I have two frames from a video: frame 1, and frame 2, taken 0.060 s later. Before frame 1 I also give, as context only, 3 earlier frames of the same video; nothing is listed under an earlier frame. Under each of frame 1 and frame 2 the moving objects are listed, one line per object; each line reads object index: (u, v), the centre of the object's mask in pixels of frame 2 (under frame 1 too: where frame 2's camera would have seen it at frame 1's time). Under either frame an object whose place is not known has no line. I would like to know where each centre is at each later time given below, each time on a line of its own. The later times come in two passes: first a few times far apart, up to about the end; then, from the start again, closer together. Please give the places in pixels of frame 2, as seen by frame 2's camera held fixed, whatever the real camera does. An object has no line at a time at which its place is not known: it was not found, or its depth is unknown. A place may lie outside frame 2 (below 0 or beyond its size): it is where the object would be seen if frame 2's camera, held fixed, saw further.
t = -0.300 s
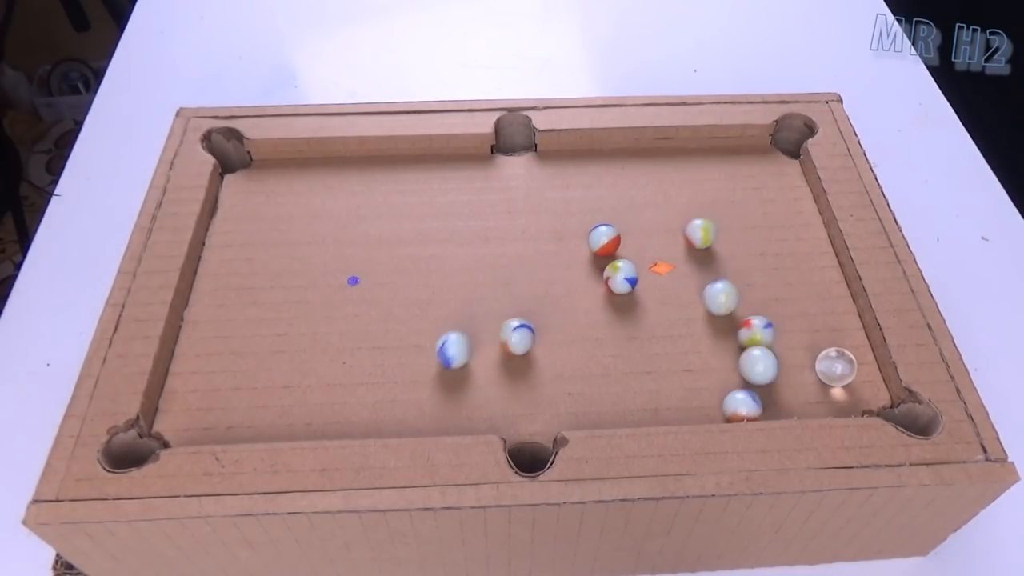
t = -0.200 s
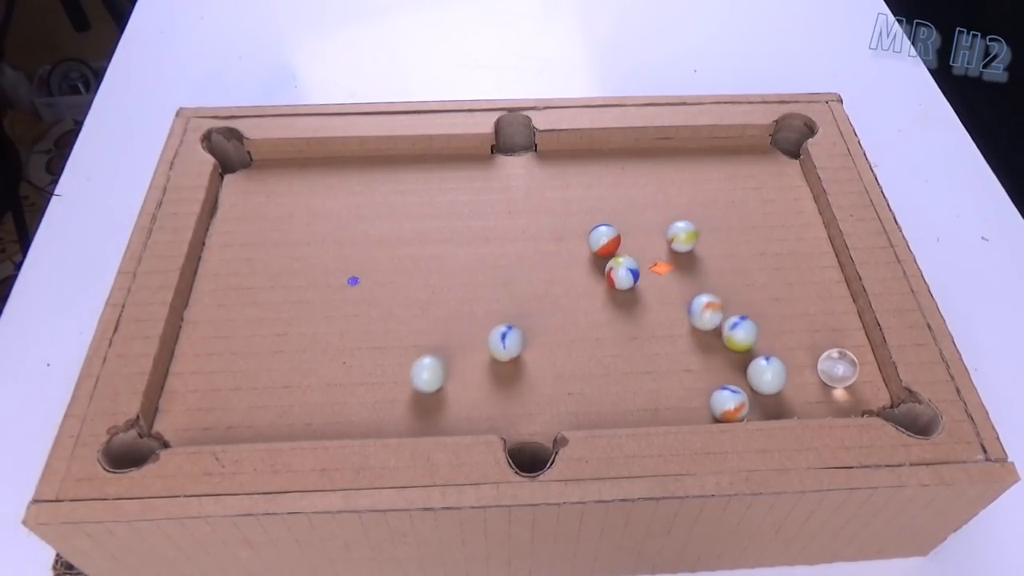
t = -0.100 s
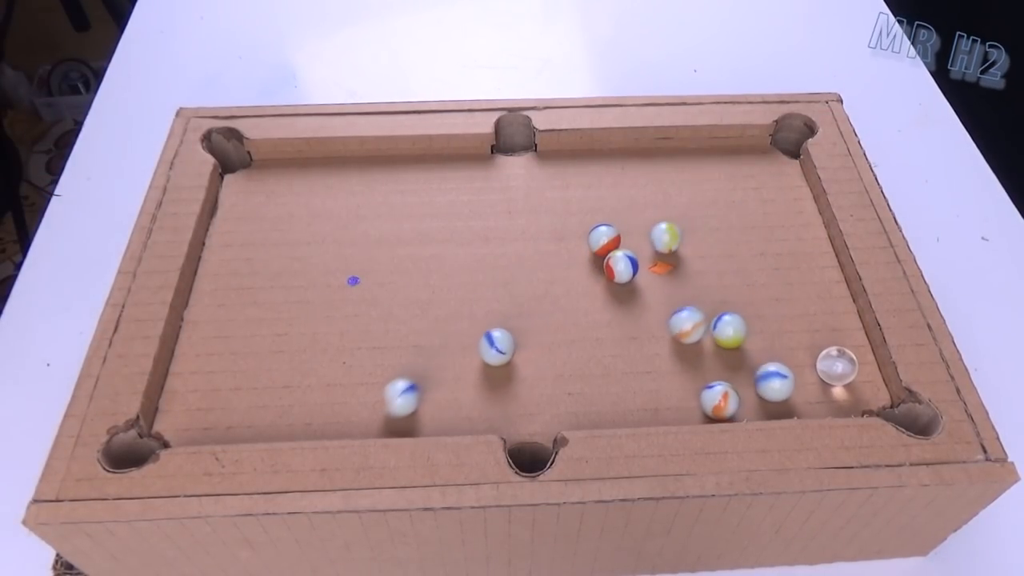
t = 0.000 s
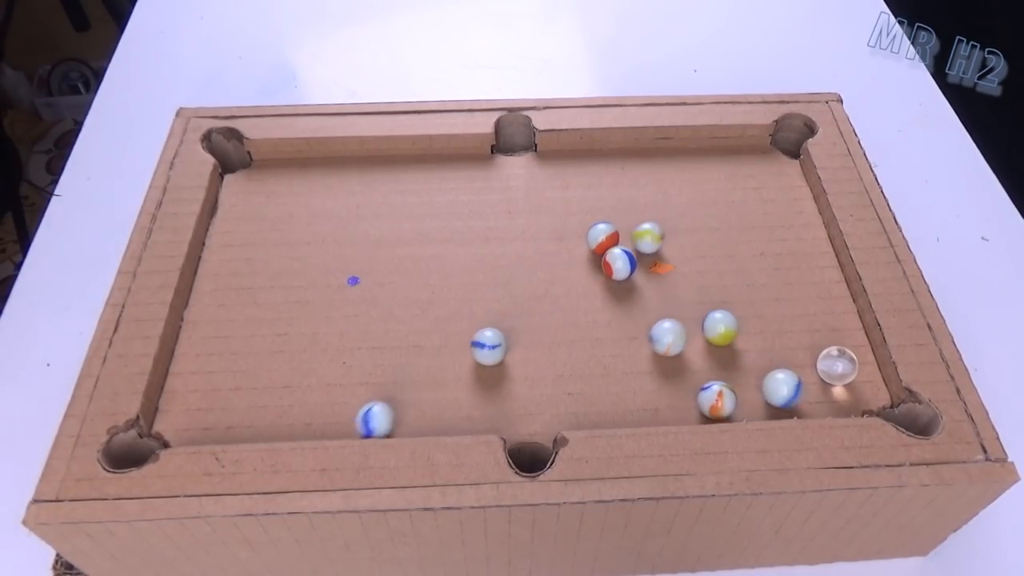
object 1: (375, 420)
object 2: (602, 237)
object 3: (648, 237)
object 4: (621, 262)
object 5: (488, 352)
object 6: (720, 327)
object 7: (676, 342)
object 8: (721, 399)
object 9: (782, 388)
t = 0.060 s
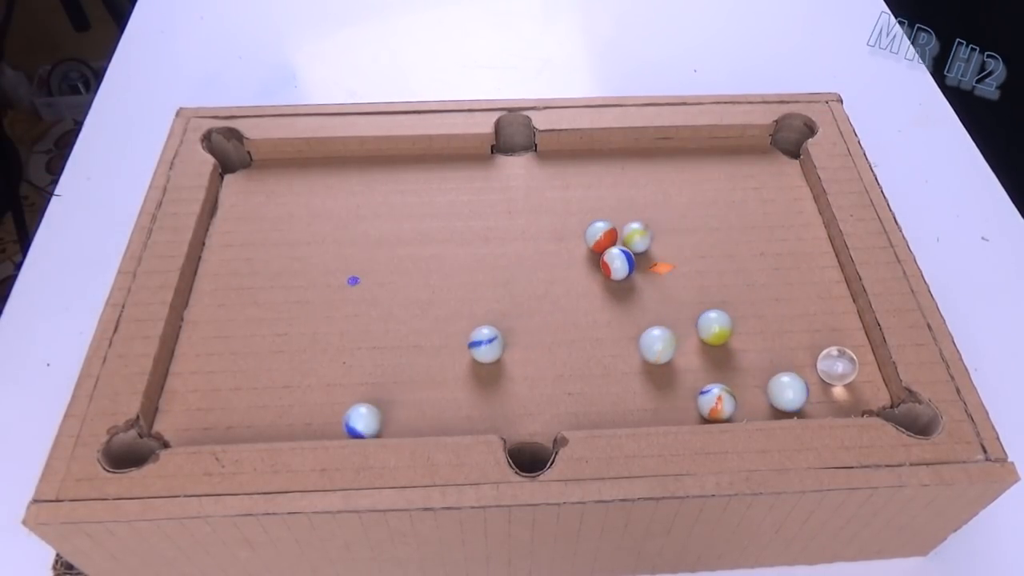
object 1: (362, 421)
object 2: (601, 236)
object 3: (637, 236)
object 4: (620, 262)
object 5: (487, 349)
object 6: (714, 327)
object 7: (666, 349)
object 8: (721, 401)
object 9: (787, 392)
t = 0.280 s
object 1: (323, 418)
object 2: (573, 227)
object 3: (621, 226)
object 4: (614, 256)
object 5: (479, 334)
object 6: (699, 337)
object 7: (632, 378)
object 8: (720, 404)
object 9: (803, 402)
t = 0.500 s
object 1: (279, 426)
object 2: (546, 220)
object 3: (624, 224)
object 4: (609, 250)
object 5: (481, 331)
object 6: (689, 336)
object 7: (587, 396)
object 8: (721, 405)
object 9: (808, 397)
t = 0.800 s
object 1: (215, 428)
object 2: (516, 222)
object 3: (641, 228)
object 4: (613, 256)
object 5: (486, 329)
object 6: (696, 334)
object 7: (544, 417)
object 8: (725, 406)
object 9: (829, 401)
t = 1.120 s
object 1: (173, 426)
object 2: (493, 234)
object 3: (635, 222)
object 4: (617, 255)
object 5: (488, 325)
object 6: (707, 335)
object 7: (532, 425)
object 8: (725, 406)
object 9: (853, 400)
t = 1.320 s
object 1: (190, 416)
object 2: (478, 239)
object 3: (635, 222)
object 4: (616, 255)
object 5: (492, 323)
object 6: (699, 335)
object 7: (529, 418)
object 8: (725, 406)
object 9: (855, 400)
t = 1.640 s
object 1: (172, 416)
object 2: (458, 239)
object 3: (637, 227)
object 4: (617, 255)
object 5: (491, 322)
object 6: (703, 335)
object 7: (507, 411)
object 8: (725, 406)
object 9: (855, 401)
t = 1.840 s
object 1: (165, 409)
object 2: (445, 231)
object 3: (630, 225)
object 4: (617, 255)
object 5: (491, 322)
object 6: (700, 335)
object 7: (507, 404)
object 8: (725, 406)
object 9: (855, 401)
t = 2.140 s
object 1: (166, 408)
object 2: (428, 238)
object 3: (633, 226)
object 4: (617, 255)
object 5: (491, 322)
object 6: (700, 335)
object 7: (516, 398)
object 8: (725, 406)
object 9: (855, 401)
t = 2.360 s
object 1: (165, 408)
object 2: (412, 236)
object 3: (633, 225)
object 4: (617, 255)
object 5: (491, 322)
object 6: (700, 335)
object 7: (510, 402)
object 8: (725, 406)
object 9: (855, 401)
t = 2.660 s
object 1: (165, 408)
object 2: (397, 235)
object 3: (631, 226)
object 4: (617, 255)
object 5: (491, 322)
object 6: (700, 335)
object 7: (512, 400)
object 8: (725, 406)
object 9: (855, 401)
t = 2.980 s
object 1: (165, 408)
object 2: (380, 236)
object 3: (631, 226)
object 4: (617, 255)
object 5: (491, 322)
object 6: (700, 335)
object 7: (512, 400)
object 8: (725, 406)
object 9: (855, 401)
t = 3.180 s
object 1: (165, 408)
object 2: (362, 239)
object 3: (631, 226)
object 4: (617, 255)
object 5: (491, 322)
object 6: (700, 335)
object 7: (512, 400)
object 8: (725, 406)
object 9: (855, 401)
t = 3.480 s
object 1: (165, 408)
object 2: (341, 236)
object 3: (631, 226)
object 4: (617, 255)
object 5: (491, 322)
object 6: (700, 335)
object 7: (512, 400)
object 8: (725, 406)
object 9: (855, 401)
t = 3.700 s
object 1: (165, 408)
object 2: (332, 238)
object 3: (631, 226)
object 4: (617, 255)
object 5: (491, 322)
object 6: (700, 335)
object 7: (512, 400)
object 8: (725, 406)
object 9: (855, 401)
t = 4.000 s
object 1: (165, 408)
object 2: (315, 243)
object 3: (631, 226)
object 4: (617, 255)
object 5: (491, 322)
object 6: (700, 335)
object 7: (512, 400)
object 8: (725, 406)
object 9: (855, 401)
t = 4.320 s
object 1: (165, 408)
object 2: (302, 238)
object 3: (631, 226)
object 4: (617, 255)
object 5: (491, 322)
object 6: (700, 335)
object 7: (512, 400)
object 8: (725, 406)
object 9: (855, 401)
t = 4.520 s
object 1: (165, 408)
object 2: (298, 243)
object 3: (631, 226)
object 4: (617, 255)
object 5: (491, 322)
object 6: (700, 335)
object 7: (512, 400)
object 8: (725, 406)
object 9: (855, 401)
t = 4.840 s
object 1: (165, 408)
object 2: (298, 238)
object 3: (631, 226)
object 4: (617, 255)
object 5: (491, 322)
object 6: (700, 335)
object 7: (512, 400)
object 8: (725, 406)
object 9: (855, 401)
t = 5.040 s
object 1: (165, 408)
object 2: (300, 241)
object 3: (631, 226)
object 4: (617, 255)
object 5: (491, 322)
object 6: (700, 335)
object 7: (512, 400)
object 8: (725, 406)
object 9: (855, 401)
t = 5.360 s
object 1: (165, 408)
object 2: (299, 240)
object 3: (632, 226)
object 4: (617, 255)
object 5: (491, 322)
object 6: (700, 335)
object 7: (512, 400)
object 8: (725, 406)
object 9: (855, 401)
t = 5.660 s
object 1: (165, 408)
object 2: (300, 240)
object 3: (632, 226)
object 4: (617, 255)
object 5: (491, 322)
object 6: (700, 335)
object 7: (512, 400)
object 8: (725, 406)
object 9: (855, 401)
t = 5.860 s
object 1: (165, 408)
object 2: (300, 240)
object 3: (632, 226)
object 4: (617, 255)
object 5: (491, 322)
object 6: (700, 335)
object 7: (512, 400)
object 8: (725, 406)
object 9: (855, 401)
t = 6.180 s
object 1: (165, 408)
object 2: (300, 240)
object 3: (631, 226)
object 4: (617, 255)
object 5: (491, 322)
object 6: (700, 335)
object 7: (512, 400)
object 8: (725, 406)
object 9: (855, 401)
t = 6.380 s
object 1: (165, 408)
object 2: (300, 240)
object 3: (631, 226)
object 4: (617, 255)
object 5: (491, 322)
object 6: (700, 335)
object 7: (512, 400)
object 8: (725, 406)
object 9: (855, 401)
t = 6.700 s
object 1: (165, 408)
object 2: (300, 240)
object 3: (631, 226)
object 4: (617, 255)
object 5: (491, 322)
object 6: (700, 335)
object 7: (512, 400)
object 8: (725, 406)
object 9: (855, 401)
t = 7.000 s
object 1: (165, 408)
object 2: (300, 240)
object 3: (631, 226)
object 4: (617, 255)
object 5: (491, 322)
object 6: (700, 335)
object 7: (512, 400)
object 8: (725, 406)
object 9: (855, 401)
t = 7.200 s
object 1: (165, 408)
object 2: (300, 240)
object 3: (631, 226)
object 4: (617, 255)
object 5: (491, 322)
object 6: (700, 335)
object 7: (512, 400)
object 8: (725, 406)
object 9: (855, 401)
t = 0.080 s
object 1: (359, 420)
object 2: (600, 236)
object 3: (634, 235)
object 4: (619, 262)
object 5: (486, 347)
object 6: (712, 327)
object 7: (663, 351)
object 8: (720, 402)
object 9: (789, 393)
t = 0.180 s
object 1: (339, 418)
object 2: (586, 233)
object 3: (627, 232)
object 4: (616, 260)
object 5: (483, 339)
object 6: (705, 330)
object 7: (646, 366)
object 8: (721, 406)
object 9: (796, 398)
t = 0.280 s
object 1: (323, 418)
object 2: (573, 227)
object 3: (621, 226)
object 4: (614, 256)
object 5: (479, 334)
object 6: (699, 337)
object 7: (632, 378)
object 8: (720, 404)
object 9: (803, 402)
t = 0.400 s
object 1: (299, 422)
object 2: (557, 221)
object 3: (619, 222)
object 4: (611, 251)
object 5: (478, 332)
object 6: (693, 339)
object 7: (606, 391)
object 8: (719, 404)
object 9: (805, 399)
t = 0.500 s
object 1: (279, 426)
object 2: (546, 220)
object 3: (624, 224)
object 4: (609, 250)
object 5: (481, 331)
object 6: (689, 336)
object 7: (587, 396)
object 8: (721, 405)
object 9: (808, 397)
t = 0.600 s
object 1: (260, 426)
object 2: (537, 221)
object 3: (632, 229)
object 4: (608, 251)
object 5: (483, 332)
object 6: (689, 331)
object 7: (568, 399)
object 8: (724, 406)
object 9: (812, 399)
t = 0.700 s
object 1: (238, 426)
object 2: (525, 222)
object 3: (639, 230)
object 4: (611, 254)
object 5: (485, 331)
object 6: (691, 331)
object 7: (553, 404)
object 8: (725, 406)
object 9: (819, 401)
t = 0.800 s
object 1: (215, 428)
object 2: (516, 222)
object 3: (641, 228)
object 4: (613, 256)
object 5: (486, 329)
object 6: (696, 334)
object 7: (544, 417)
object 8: (725, 406)
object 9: (829, 401)
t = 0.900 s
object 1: (192, 430)
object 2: (507, 223)
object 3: (639, 226)
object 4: (615, 258)
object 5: (487, 327)
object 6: (702, 335)
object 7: (537, 421)
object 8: (725, 406)
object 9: (835, 401)
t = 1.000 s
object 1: (168, 432)
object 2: (500, 226)
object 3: (637, 224)
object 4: (618, 256)
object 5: (487, 326)
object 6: (707, 335)
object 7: (534, 426)
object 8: (725, 406)
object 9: (847, 401)
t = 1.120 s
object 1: (173, 426)
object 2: (493, 234)
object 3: (635, 222)
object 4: (617, 255)
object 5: (488, 325)
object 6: (707, 335)
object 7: (532, 425)
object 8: (725, 406)
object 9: (853, 400)
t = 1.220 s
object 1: (183, 419)
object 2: (485, 238)
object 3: (635, 221)
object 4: (615, 255)
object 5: (489, 323)
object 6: (704, 335)
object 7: (531, 422)
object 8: (725, 406)
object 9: (854, 400)
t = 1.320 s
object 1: (190, 416)
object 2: (478, 239)
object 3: (635, 222)
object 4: (616, 255)
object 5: (492, 323)
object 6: (699, 335)
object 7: (529, 418)
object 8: (725, 406)
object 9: (855, 400)
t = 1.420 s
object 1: (189, 415)
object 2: (472, 240)
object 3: (635, 224)
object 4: (617, 255)
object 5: (491, 323)
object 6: (697, 334)
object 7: (524, 416)
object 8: (725, 406)
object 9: (855, 401)
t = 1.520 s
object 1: (183, 415)
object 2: (466, 240)
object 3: (635, 225)
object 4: (616, 255)
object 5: (490, 323)
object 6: (701, 334)
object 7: (516, 414)
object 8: (725, 406)
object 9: (855, 401)
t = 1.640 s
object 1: (172, 416)
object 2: (458, 239)
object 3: (637, 227)
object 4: (617, 255)
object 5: (491, 322)
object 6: (703, 335)
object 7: (507, 411)
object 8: (725, 406)
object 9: (855, 401)
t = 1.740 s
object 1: (164, 414)
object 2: (451, 235)
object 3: (633, 227)
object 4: (617, 255)
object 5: (491, 322)
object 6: (701, 335)
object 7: (504, 406)
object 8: (725, 406)
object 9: (855, 401)
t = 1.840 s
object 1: (165, 409)
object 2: (445, 231)
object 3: (630, 225)
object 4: (617, 255)
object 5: (491, 322)
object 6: (700, 335)
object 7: (507, 404)
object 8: (725, 406)
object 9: (855, 401)
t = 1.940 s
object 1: (166, 408)
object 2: (441, 231)
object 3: (628, 224)
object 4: (617, 255)
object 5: (491, 322)
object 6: (701, 335)
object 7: (513, 400)
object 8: (725, 406)
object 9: (855, 401)
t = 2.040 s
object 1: (166, 408)
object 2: (435, 235)
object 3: (630, 226)
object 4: (617, 255)
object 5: (491, 322)
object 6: (700, 335)
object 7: (516, 398)
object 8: (725, 406)
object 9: (855, 401)
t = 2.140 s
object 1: (166, 408)
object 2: (428, 238)
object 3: (633, 226)
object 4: (617, 255)
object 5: (491, 322)
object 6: (700, 335)
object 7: (516, 398)
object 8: (725, 406)
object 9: (855, 401)
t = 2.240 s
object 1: (165, 408)
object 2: (419, 237)
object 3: (633, 224)
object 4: (617, 255)
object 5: (491, 322)
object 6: (700, 335)
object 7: (512, 400)
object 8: (725, 406)
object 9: (855, 401)
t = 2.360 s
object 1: (165, 408)
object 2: (412, 236)
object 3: (633, 225)
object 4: (617, 255)
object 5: (491, 322)
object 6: (700, 335)
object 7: (510, 402)
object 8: (725, 406)
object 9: (855, 401)
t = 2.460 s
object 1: (165, 408)
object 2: (406, 234)
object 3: (633, 226)
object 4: (617, 255)
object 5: (491, 322)
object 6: (700, 335)
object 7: (511, 401)
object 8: (725, 406)
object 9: (855, 401)
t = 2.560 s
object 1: (165, 408)
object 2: (400, 234)
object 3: (631, 226)
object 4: (617, 255)
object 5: (491, 322)
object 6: (700, 335)
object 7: (513, 400)
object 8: (725, 406)
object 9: (855, 401)
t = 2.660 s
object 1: (165, 408)
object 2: (397, 235)
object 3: (631, 226)
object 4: (617, 255)
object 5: (491, 322)
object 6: (700, 335)
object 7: (512, 400)
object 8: (725, 406)
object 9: (855, 401)
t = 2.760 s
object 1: (165, 408)
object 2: (394, 234)
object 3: (631, 226)
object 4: (617, 255)
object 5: (491, 322)
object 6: (700, 335)
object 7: (511, 401)
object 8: (725, 406)
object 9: (855, 401)
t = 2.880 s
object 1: (165, 408)
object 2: (387, 234)
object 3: (631, 226)
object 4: (617, 255)
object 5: (491, 322)
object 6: (700, 335)
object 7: (512, 400)
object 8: (725, 406)
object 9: (855, 401)
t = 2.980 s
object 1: (165, 408)
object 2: (380, 236)
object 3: (631, 226)
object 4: (617, 255)
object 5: (491, 322)
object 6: (700, 335)
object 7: (512, 400)
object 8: (725, 406)
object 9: (855, 401)
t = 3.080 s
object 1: (165, 408)
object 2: (370, 238)
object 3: (631, 226)
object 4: (617, 255)
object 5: (491, 322)
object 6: (700, 335)
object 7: (512, 400)
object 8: (725, 406)
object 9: (855, 401)
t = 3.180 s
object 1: (165, 408)
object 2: (362, 239)
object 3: (631, 226)
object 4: (617, 255)
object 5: (491, 322)
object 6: (700, 335)
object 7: (512, 400)
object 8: (725, 406)
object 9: (855, 401)
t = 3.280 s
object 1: (165, 408)
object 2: (354, 240)
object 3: (631, 226)
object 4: (617, 255)
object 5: (491, 322)
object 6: (700, 335)
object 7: (512, 400)
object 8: (725, 406)
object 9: (855, 401)
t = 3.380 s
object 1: (165, 408)
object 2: (347, 238)
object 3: (631, 226)
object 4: (617, 255)
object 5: (491, 323)
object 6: (700, 335)
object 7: (512, 400)
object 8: (725, 406)
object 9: (855, 401)
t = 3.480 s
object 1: (165, 408)
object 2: (341, 236)
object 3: (631, 226)
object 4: (617, 255)
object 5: (491, 322)
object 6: (700, 335)
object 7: (512, 400)
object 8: (725, 406)
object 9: (855, 401)
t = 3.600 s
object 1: (165, 408)
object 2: (336, 234)
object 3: (631, 226)
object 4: (617, 255)
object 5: (491, 322)
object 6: (700, 335)
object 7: (512, 400)
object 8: (725, 406)
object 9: (855, 401)
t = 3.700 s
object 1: (165, 408)
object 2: (332, 238)
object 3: (631, 226)
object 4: (617, 255)
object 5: (491, 322)
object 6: (700, 335)
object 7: (512, 400)
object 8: (725, 406)
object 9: (855, 401)
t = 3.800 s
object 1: (165, 408)
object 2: (327, 243)
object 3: (631, 226)
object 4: (617, 255)
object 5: (491, 322)
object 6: (700, 335)
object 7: (512, 400)
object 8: (725, 406)
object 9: (855, 401)
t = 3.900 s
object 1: (165, 408)
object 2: (321, 244)
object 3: (631, 226)
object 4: (617, 255)
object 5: (491, 322)
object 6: (700, 335)
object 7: (512, 400)
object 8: (725, 406)
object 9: (855, 401)
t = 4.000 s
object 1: (165, 408)
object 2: (315, 243)
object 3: (631, 226)
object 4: (617, 255)
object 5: (491, 322)
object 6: (700, 335)
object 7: (512, 400)
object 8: (725, 406)
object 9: (855, 401)
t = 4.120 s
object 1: (165, 408)
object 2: (310, 239)
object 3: (631, 226)
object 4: (617, 255)
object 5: (491, 322)
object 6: (700, 335)
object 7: (512, 400)
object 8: (725, 406)
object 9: (855, 401)
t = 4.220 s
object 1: (165, 408)
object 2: (306, 235)
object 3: (631, 226)
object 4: (617, 255)
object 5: (491, 322)
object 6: (700, 335)
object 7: (512, 400)
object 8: (725, 406)
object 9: (855, 401)
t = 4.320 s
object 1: (165, 408)
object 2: (302, 238)
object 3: (631, 226)
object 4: (617, 255)
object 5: (491, 322)
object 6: (700, 335)
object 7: (512, 400)
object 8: (725, 406)
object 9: (855, 401)
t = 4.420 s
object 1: (165, 408)
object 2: (300, 242)
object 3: (631, 226)
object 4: (617, 255)
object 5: (491, 322)
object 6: (700, 335)
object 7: (512, 400)
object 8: (725, 406)
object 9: (855, 401)
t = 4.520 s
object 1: (165, 408)
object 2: (298, 243)
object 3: (631, 226)
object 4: (617, 255)
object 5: (491, 322)
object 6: (700, 335)
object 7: (512, 400)
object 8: (725, 406)
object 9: (855, 401)
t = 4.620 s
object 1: (165, 408)
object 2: (298, 241)
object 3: (631, 226)
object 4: (617, 255)
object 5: (491, 322)
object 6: (700, 335)
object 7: (512, 400)
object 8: (725, 406)
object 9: (855, 401)
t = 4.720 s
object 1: (165, 408)
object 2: (297, 238)
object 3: (631, 226)
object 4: (617, 255)
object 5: (491, 322)
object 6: (700, 335)
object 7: (512, 400)
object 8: (725, 406)
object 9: (855, 401)
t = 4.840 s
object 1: (165, 408)
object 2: (298, 238)
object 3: (631, 226)
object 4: (617, 255)
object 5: (491, 322)
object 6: (700, 335)
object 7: (512, 400)
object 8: (725, 406)
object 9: (855, 401)
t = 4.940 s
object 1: (165, 408)
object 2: (299, 240)
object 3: (631, 226)
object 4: (617, 255)
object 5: (491, 322)
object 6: (700, 335)
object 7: (512, 400)
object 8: (725, 406)
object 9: (855, 401)
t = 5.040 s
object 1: (165, 408)
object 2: (300, 241)
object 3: (631, 226)
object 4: (617, 255)
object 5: (491, 322)
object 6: (700, 335)
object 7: (512, 400)
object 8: (725, 406)
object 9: (855, 401)
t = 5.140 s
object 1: (165, 408)
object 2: (299, 240)
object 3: (631, 226)
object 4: (617, 255)
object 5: (491, 322)
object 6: (700, 335)
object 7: (512, 400)
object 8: (725, 406)
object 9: (855, 401)
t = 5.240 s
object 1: (165, 408)
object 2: (300, 240)
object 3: (631, 226)
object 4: (617, 255)
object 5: (491, 322)
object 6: (700, 335)
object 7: (512, 400)
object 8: (725, 406)
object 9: (855, 401)
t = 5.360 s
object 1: (165, 408)
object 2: (299, 240)
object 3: (632, 226)
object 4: (617, 255)
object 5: (491, 322)
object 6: (700, 335)
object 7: (512, 400)
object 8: (725, 406)
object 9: (855, 401)
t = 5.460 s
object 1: (165, 408)
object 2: (300, 240)
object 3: (632, 226)
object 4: (617, 255)
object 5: (491, 322)
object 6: (700, 335)
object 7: (512, 400)
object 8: (725, 406)
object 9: (855, 401)
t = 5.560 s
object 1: (165, 408)
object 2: (300, 240)
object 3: (632, 226)
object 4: (617, 255)
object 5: (491, 322)
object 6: (700, 335)
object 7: (512, 400)
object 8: (725, 406)
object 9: (855, 401)
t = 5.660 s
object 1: (165, 408)
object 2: (300, 240)
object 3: (632, 226)
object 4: (617, 255)
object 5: (491, 322)
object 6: (700, 335)
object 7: (512, 400)
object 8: (725, 406)
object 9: (855, 401)
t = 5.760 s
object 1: (165, 408)
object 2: (300, 240)
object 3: (632, 226)
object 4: (617, 255)
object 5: (491, 322)
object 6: (700, 335)
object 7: (512, 400)
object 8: (725, 406)
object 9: (855, 401)
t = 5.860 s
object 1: (165, 408)
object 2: (300, 240)
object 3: (632, 226)
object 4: (617, 255)
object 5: (491, 322)
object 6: (700, 335)
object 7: (512, 400)
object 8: (725, 406)
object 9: (855, 401)
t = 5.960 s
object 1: (165, 408)
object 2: (300, 240)
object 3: (632, 226)
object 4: (617, 255)
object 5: (491, 322)
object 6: (700, 335)
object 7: (512, 400)
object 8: (725, 406)
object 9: (855, 401)
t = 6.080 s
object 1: (165, 408)
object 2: (300, 240)
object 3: (631, 226)
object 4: (617, 255)
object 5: (491, 322)
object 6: (700, 335)
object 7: (512, 400)
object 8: (725, 406)
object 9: (855, 401)
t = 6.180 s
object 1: (165, 408)
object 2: (300, 240)
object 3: (631, 226)
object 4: (617, 255)
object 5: (491, 322)
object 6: (700, 335)
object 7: (512, 400)
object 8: (725, 406)
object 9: (855, 401)
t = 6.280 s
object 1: (165, 408)
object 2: (300, 240)
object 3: (631, 226)
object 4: (617, 255)
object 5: (491, 322)
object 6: (700, 335)
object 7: (512, 400)
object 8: (725, 406)
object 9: (855, 401)
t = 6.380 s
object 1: (165, 408)
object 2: (300, 240)
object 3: (631, 226)
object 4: (617, 255)
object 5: (491, 322)
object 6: (700, 335)
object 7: (512, 400)
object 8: (725, 406)
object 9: (855, 401)
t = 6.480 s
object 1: (165, 408)
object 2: (300, 240)
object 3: (631, 226)
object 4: (617, 255)
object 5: (491, 322)
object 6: (700, 335)
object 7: (512, 400)
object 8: (725, 406)
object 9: (855, 401)
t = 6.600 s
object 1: (165, 408)
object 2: (300, 240)
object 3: (631, 226)
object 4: (617, 255)
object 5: (491, 322)
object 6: (700, 335)
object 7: (512, 400)
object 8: (725, 406)
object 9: (855, 401)
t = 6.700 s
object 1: (165, 408)
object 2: (300, 240)
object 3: (631, 226)
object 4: (617, 255)
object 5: (491, 322)
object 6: (700, 335)
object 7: (512, 400)
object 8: (725, 406)
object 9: (855, 401)
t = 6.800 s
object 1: (165, 408)
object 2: (300, 240)
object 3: (631, 226)
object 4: (617, 255)
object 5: (491, 322)
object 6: (700, 335)
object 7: (512, 400)
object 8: (725, 406)
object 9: (855, 401)
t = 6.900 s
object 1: (165, 408)
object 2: (300, 240)
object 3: (631, 226)
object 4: (617, 255)
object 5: (491, 322)
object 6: (700, 335)
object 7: (512, 400)
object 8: (725, 406)
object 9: (855, 401)
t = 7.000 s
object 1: (165, 408)
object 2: (300, 240)
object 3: (631, 226)
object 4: (617, 255)
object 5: (491, 322)
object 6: (700, 335)
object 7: (512, 400)
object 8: (725, 406)
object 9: (855, 401)
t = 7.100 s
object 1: (165, 408)
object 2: (300, 240)
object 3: (631, 226)
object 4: (617, 255)
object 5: (491, 322)
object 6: (700, 335)
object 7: (512, 400)
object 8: (725, 406)
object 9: (855, 401)
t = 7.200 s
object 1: (165, 408)
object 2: (300, 240)
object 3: (631, 226)
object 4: (617, 255)
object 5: (491, 322)
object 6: (700, 335)
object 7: (512, 400)
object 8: (725, 406)
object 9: (855, 401)
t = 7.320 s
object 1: (165, 408)
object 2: (299, 240)
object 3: (631, 226)
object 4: (617, 255)
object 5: (491, 322)
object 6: (700, 335)
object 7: (512, 400)
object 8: (725, 406)
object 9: (855, 401)
